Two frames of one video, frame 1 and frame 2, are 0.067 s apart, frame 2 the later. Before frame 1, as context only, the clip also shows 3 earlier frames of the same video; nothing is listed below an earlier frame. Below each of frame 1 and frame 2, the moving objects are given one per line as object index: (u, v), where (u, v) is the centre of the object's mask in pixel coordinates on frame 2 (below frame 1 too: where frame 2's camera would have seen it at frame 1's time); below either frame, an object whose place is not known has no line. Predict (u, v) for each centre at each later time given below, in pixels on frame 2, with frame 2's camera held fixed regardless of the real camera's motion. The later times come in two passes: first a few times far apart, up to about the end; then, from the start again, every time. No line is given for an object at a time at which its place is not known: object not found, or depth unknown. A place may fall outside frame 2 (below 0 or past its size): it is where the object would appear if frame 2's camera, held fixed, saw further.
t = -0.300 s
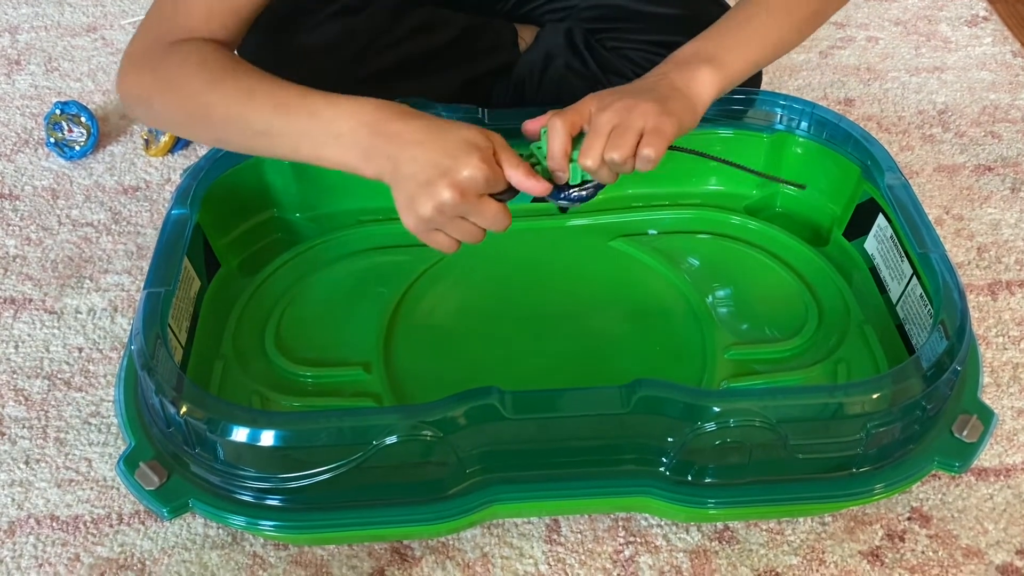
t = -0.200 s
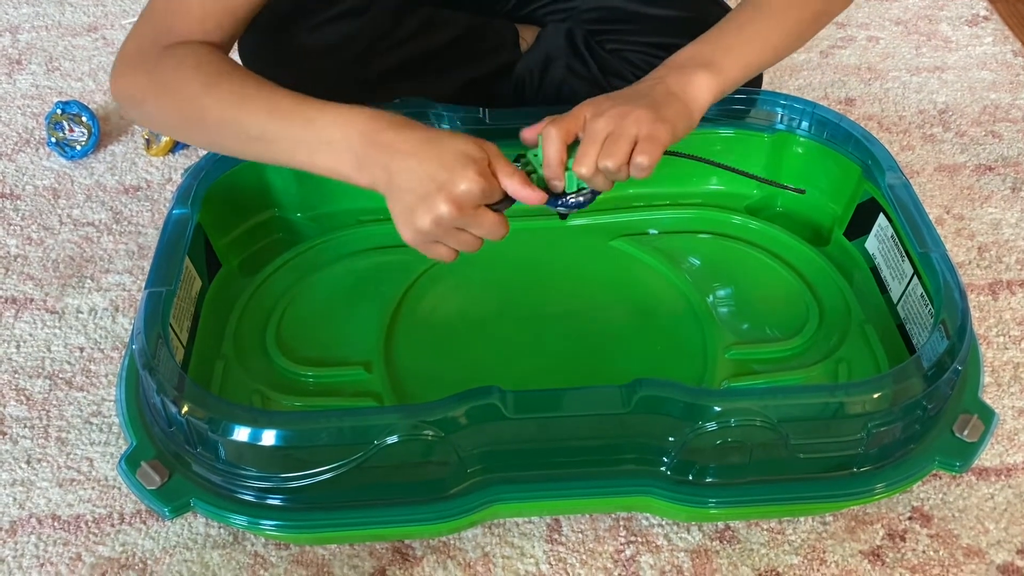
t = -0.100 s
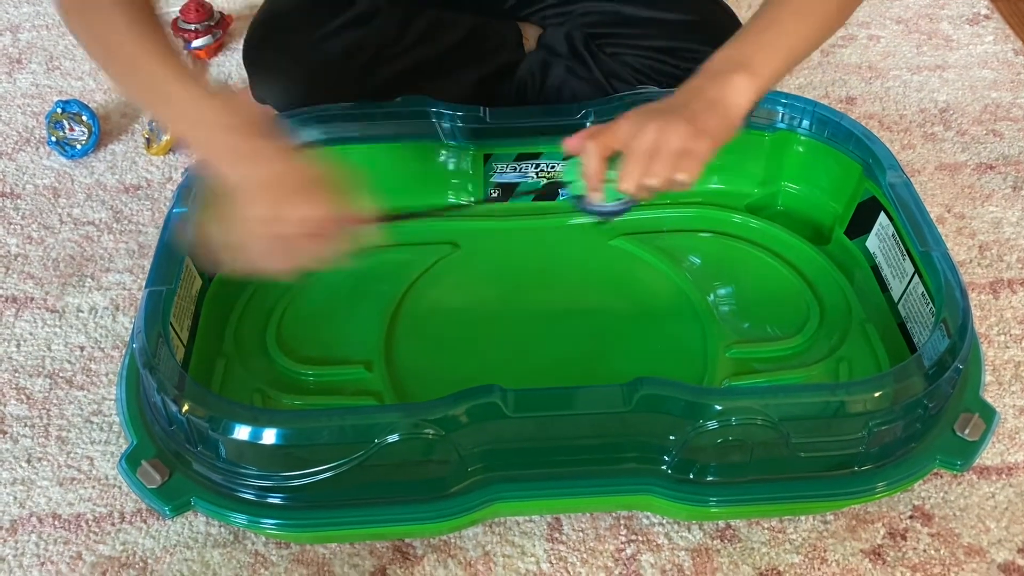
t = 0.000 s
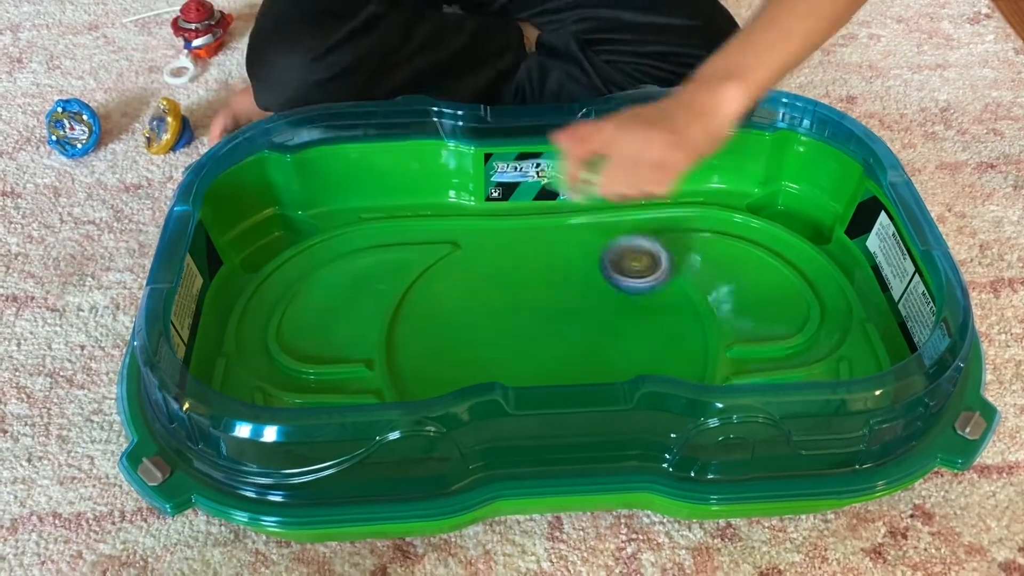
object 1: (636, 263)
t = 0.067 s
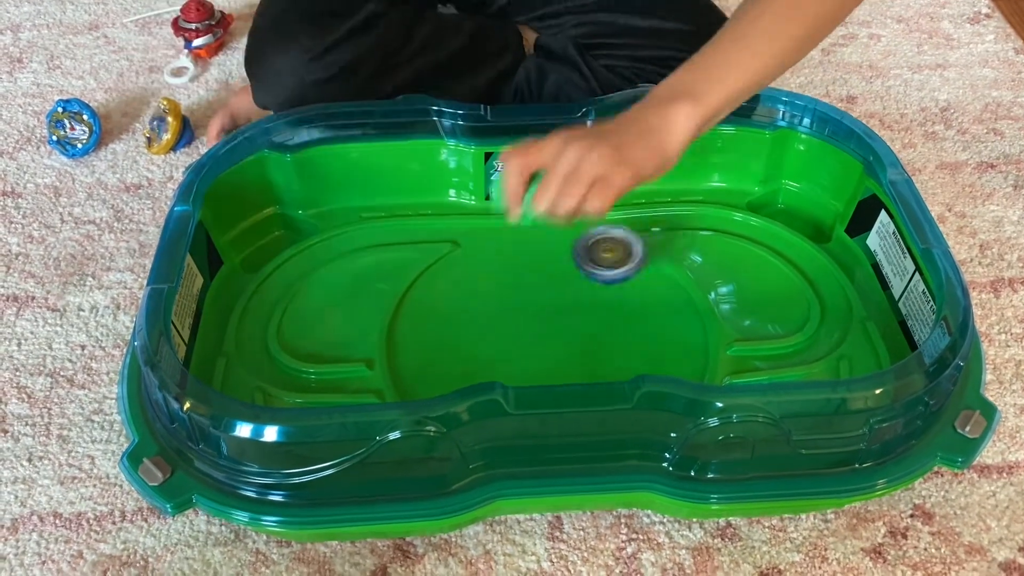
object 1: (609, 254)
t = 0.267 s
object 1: (534, 308)
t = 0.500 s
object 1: (532, 354)
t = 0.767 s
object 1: (567, 343)
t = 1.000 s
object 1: (552, 340)
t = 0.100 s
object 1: (594, 264)
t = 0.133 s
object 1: (578, 283)
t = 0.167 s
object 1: (566, 289)
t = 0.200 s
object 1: (553, 295)
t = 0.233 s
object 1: (542, 302)
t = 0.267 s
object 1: (534, 308)
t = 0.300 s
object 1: (529, 314)
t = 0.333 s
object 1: (527, 321)
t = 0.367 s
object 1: (525, 329)
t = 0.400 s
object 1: (524, 338)
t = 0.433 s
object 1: (525, 346)
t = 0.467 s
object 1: (528, 351)
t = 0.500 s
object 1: (532, 354)
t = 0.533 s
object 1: (537, 355)
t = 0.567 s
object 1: (543, 354)
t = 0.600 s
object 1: (548, 351)
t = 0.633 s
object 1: (554, 349)
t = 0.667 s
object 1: (559, 346)
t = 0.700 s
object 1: (562, 344)
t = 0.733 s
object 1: (565, 343)
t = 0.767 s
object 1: (567, 343)
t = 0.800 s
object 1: (567, 343)
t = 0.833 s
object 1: (567, 343)
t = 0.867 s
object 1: (565, 343)
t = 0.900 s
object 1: (562, 343)
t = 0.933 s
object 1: (559, 342)
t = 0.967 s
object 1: (555, 341)
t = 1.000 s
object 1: (552, 340)
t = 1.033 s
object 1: (549, 338)
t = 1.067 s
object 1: (547, 337)
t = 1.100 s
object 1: (544, 336)
